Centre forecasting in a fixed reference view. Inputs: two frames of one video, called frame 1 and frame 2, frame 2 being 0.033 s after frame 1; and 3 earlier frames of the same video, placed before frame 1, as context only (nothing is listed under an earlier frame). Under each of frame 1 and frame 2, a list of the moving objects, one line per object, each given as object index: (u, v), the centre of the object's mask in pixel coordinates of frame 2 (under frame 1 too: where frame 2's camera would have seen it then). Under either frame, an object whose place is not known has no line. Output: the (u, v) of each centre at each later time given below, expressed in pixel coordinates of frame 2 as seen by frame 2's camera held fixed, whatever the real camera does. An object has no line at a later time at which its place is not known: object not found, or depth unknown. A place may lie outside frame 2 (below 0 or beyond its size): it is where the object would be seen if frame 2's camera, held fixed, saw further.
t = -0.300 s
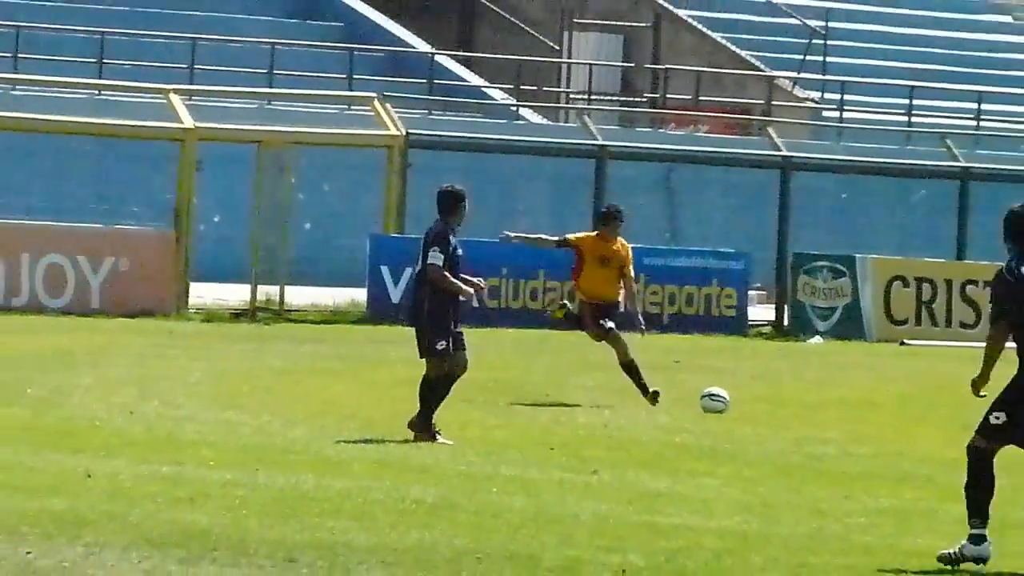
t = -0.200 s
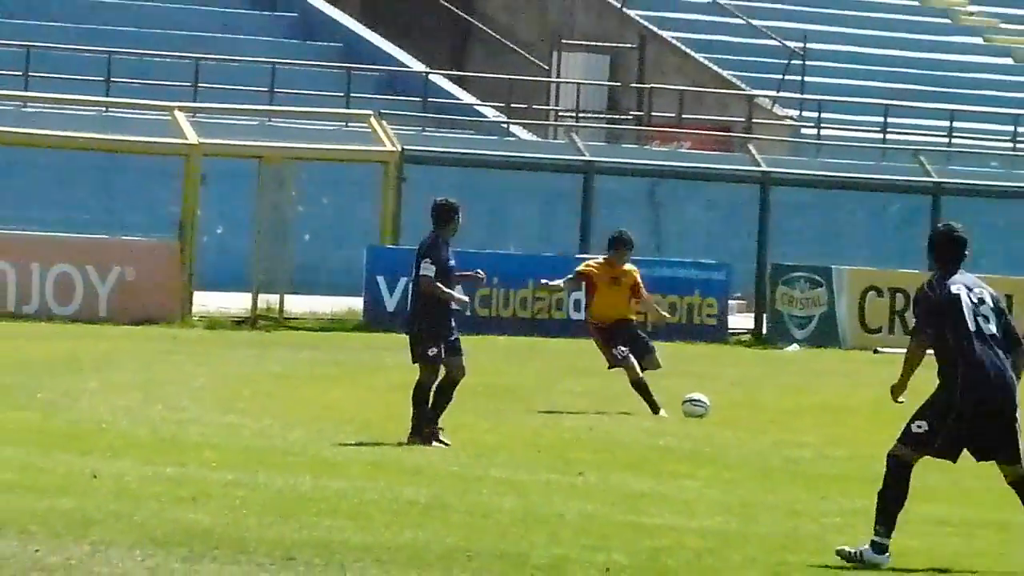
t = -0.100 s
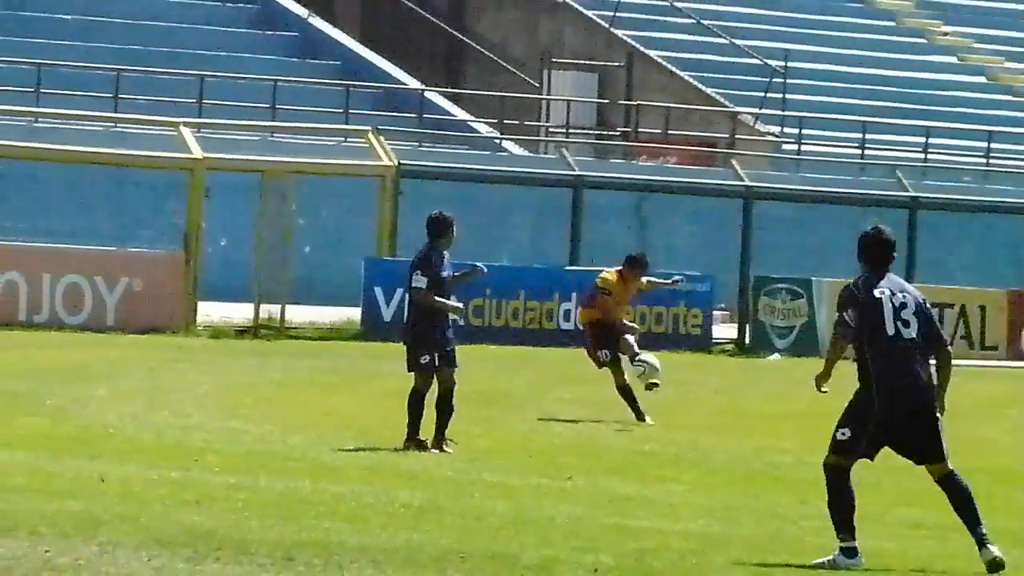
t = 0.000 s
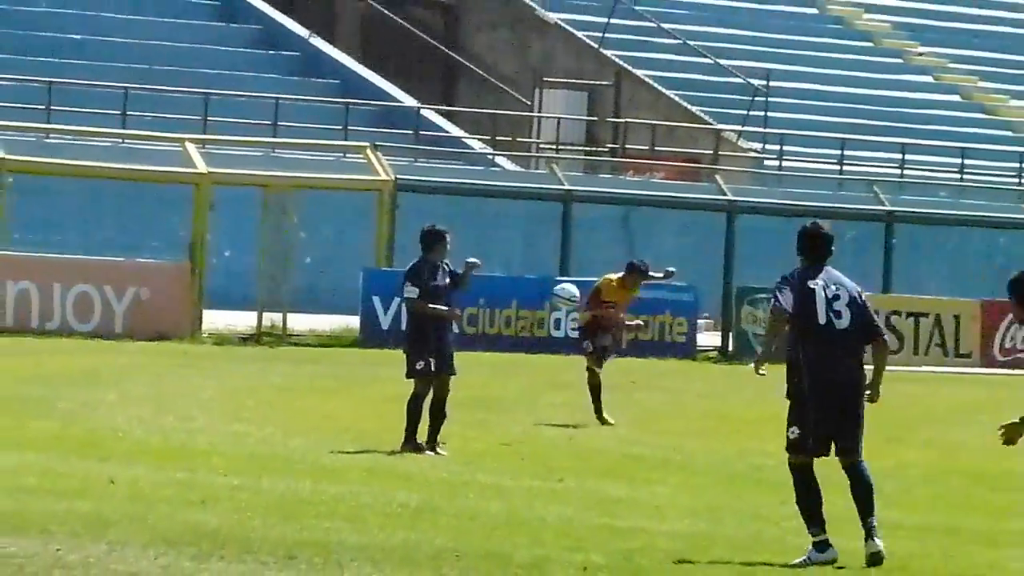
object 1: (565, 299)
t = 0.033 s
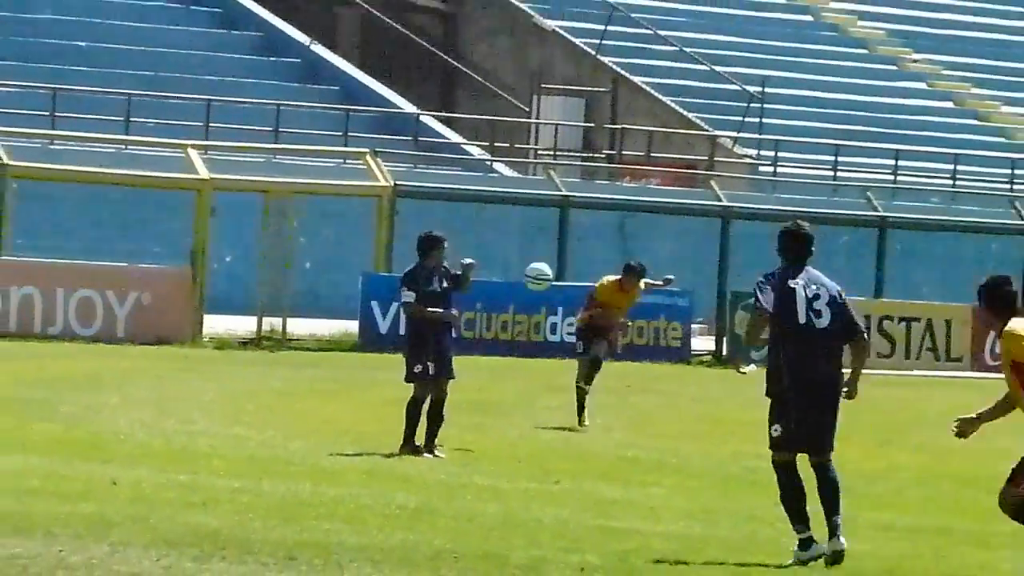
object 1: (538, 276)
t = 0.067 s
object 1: (511, 250)
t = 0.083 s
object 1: (496, 243)
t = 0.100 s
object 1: (482, 229)
